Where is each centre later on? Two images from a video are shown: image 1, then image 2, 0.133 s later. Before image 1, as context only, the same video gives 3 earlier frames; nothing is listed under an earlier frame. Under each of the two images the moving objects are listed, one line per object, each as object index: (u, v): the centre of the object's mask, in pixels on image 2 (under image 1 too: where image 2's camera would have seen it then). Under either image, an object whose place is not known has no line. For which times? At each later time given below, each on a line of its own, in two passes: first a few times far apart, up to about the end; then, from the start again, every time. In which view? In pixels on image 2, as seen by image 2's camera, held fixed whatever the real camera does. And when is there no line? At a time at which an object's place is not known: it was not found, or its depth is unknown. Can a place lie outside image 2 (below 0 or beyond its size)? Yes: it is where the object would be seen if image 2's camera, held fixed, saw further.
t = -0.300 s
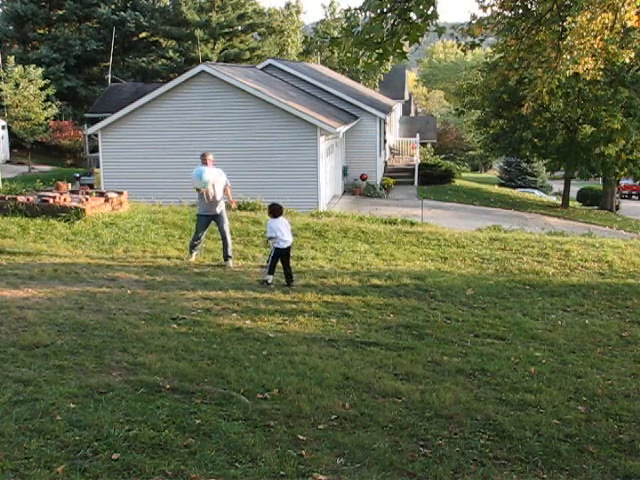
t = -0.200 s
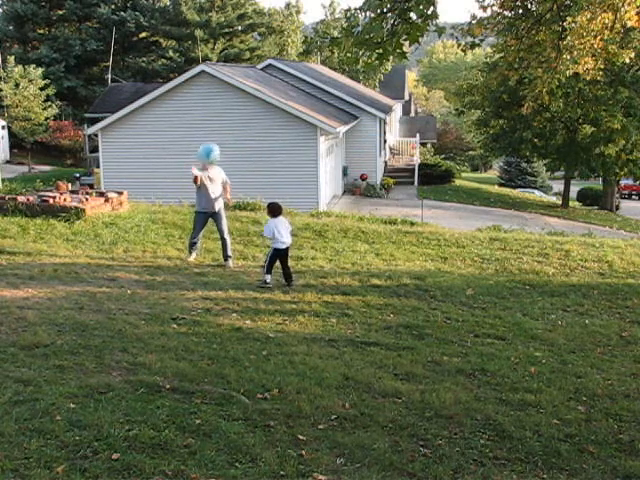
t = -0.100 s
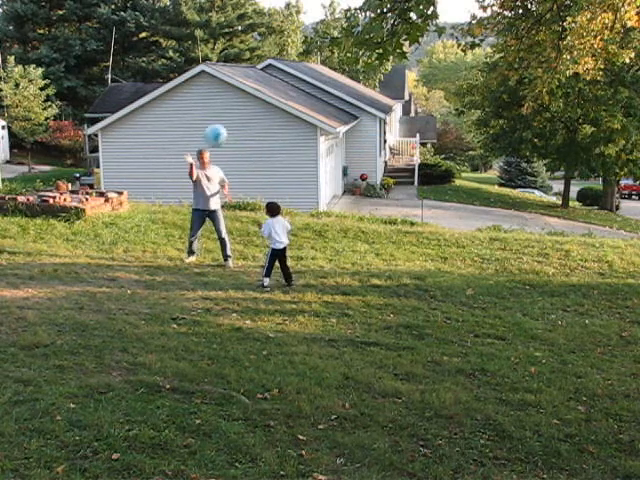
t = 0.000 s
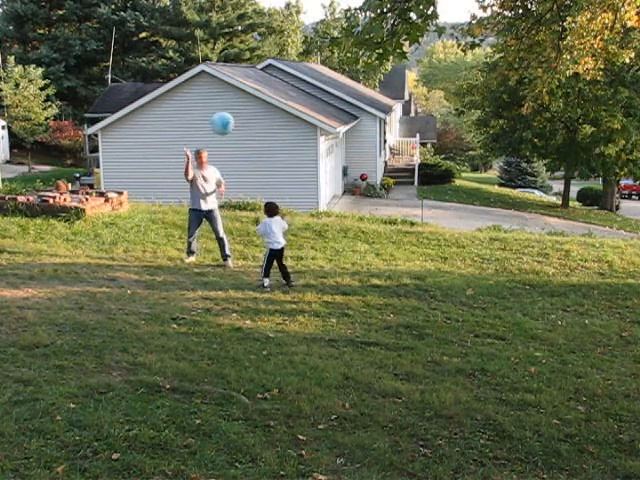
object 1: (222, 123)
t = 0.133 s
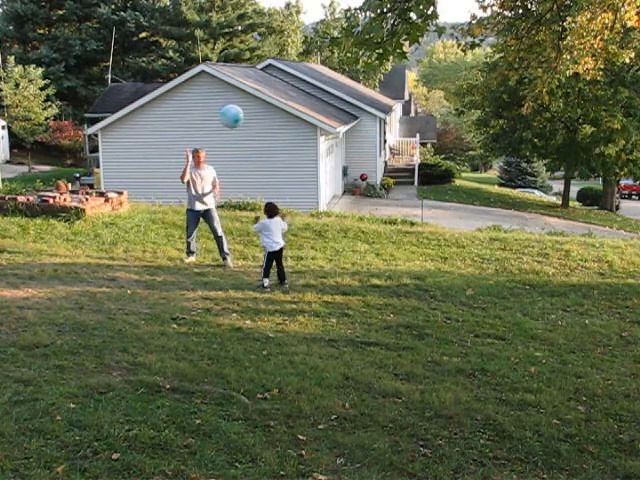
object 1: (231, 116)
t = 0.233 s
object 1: (239, 117)
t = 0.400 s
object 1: (251, 134)
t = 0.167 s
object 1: (234, 116)
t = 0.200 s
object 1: (236, 116)
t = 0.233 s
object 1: (239, 117)
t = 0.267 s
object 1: (241, 120)
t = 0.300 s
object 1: (243, 122)
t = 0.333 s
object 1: (246, 125)
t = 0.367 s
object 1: (248, 129)
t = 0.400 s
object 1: (251, 134)
